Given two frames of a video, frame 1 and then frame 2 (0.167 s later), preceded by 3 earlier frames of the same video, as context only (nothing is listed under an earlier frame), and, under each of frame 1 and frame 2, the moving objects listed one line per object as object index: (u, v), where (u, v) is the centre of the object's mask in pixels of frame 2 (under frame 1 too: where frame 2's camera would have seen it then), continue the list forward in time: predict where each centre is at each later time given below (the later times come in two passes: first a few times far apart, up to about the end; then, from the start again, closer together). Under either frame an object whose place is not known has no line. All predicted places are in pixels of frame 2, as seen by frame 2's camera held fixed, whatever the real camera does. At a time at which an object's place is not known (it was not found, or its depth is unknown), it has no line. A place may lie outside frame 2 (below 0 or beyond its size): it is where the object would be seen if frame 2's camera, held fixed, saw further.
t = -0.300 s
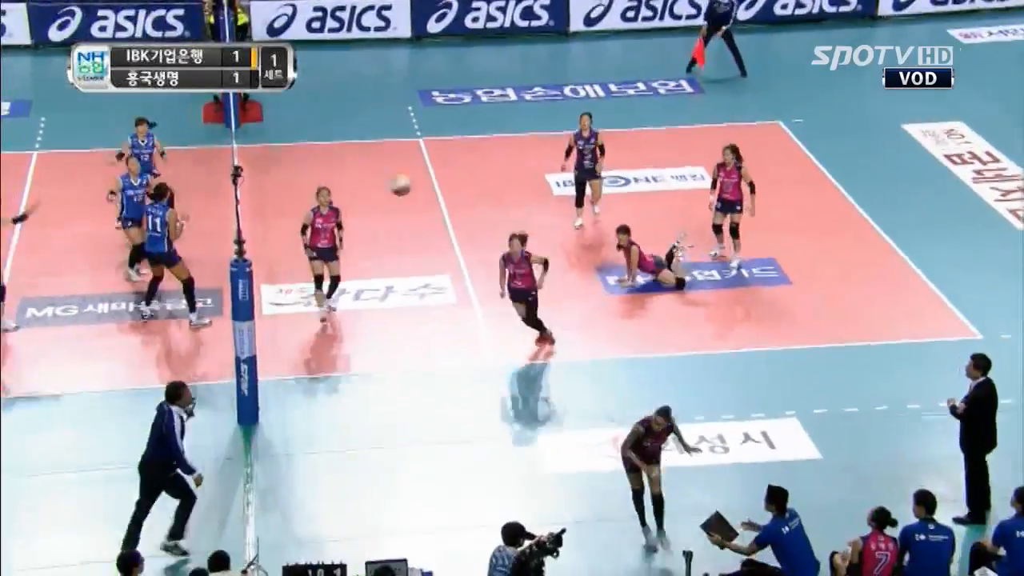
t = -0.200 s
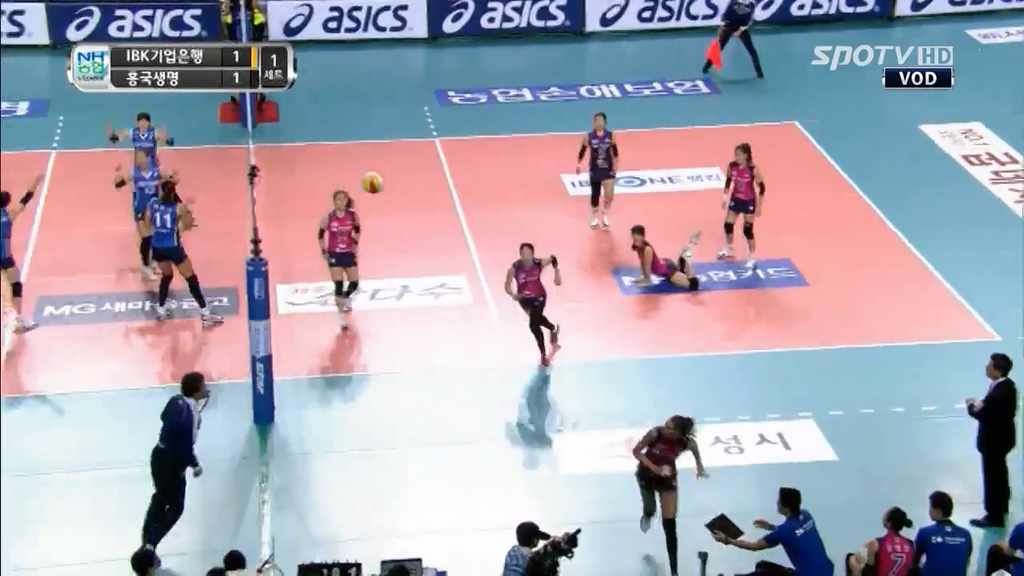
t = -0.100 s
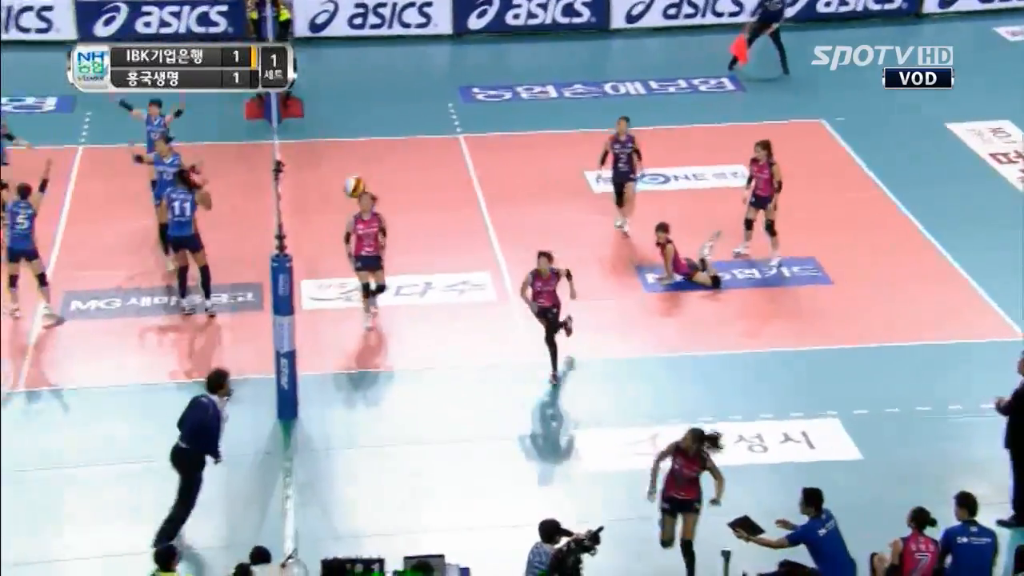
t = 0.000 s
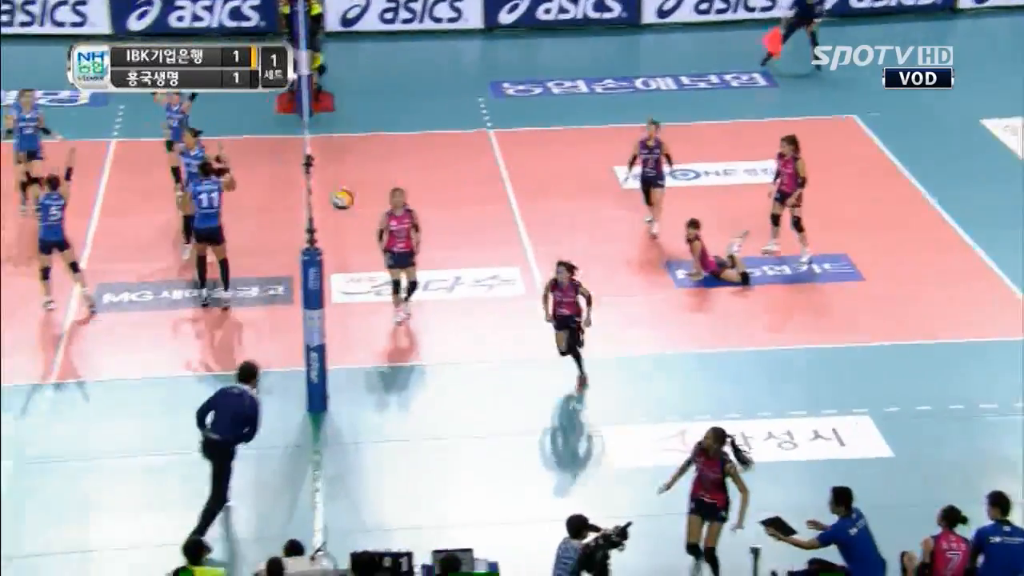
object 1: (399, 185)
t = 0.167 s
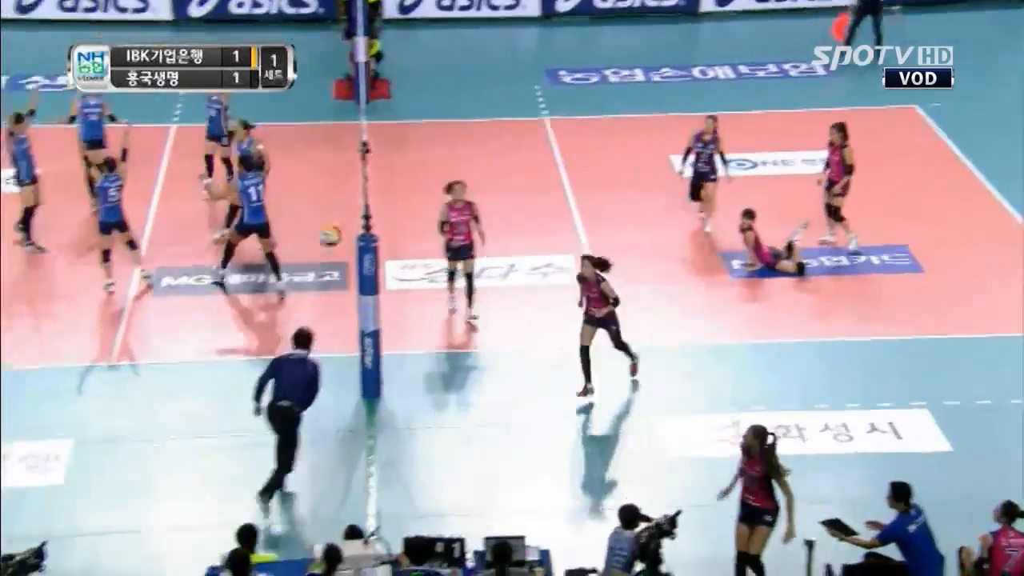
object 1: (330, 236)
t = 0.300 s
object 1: (277, 295)
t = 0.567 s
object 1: (181, 458)
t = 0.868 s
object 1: (88, 479)
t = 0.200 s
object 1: (317, 250)
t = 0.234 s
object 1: (305, 263)
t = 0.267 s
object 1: (288, 281)
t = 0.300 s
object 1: (277, 295)
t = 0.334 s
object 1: (266, 310)
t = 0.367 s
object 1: (254, 331)
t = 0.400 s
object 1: (242, 348)
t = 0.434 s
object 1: (227, 370)
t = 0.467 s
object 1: (216, 390)
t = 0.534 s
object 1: (194, 435)
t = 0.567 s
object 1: (181, 458)
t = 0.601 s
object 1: (169, 483)
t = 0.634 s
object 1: (158, 509)
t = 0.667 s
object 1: (146, 536)
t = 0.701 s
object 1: (136, 562)
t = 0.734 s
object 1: (125, 548)
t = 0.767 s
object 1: (116, 530)
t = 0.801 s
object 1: (107, 512)
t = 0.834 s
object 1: (98, 496)
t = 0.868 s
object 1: (88, 479)
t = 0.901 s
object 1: (79, 464)
